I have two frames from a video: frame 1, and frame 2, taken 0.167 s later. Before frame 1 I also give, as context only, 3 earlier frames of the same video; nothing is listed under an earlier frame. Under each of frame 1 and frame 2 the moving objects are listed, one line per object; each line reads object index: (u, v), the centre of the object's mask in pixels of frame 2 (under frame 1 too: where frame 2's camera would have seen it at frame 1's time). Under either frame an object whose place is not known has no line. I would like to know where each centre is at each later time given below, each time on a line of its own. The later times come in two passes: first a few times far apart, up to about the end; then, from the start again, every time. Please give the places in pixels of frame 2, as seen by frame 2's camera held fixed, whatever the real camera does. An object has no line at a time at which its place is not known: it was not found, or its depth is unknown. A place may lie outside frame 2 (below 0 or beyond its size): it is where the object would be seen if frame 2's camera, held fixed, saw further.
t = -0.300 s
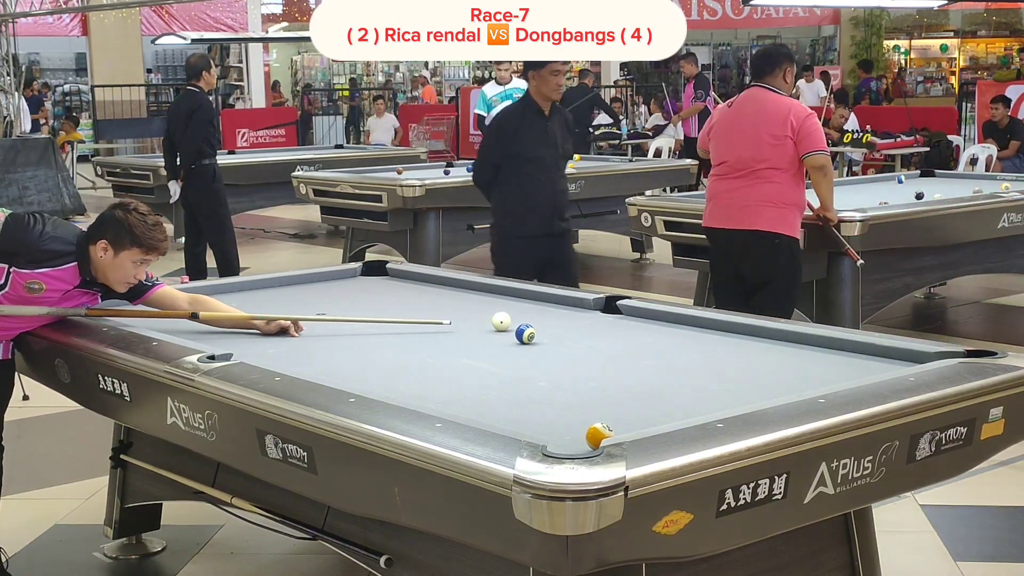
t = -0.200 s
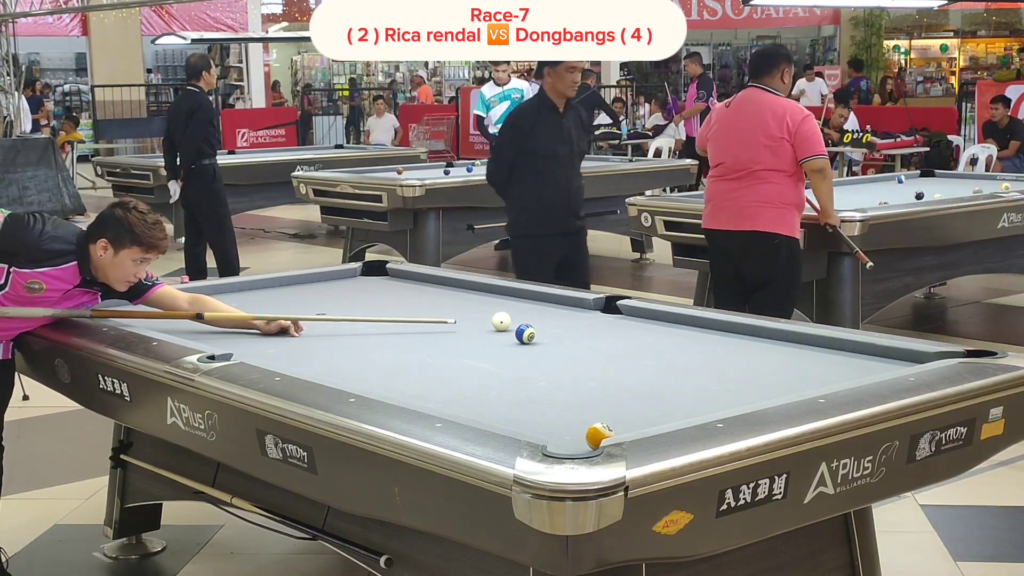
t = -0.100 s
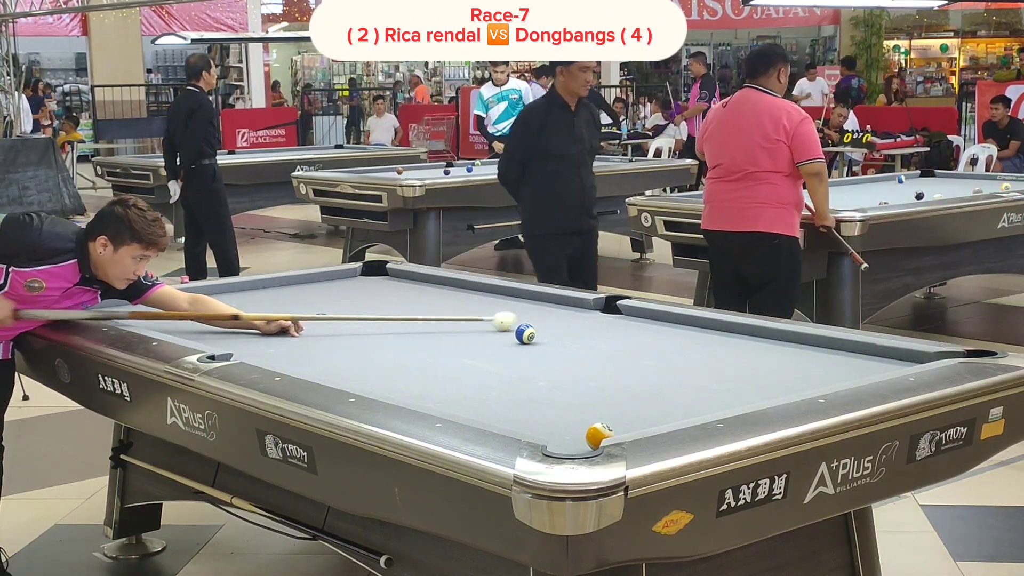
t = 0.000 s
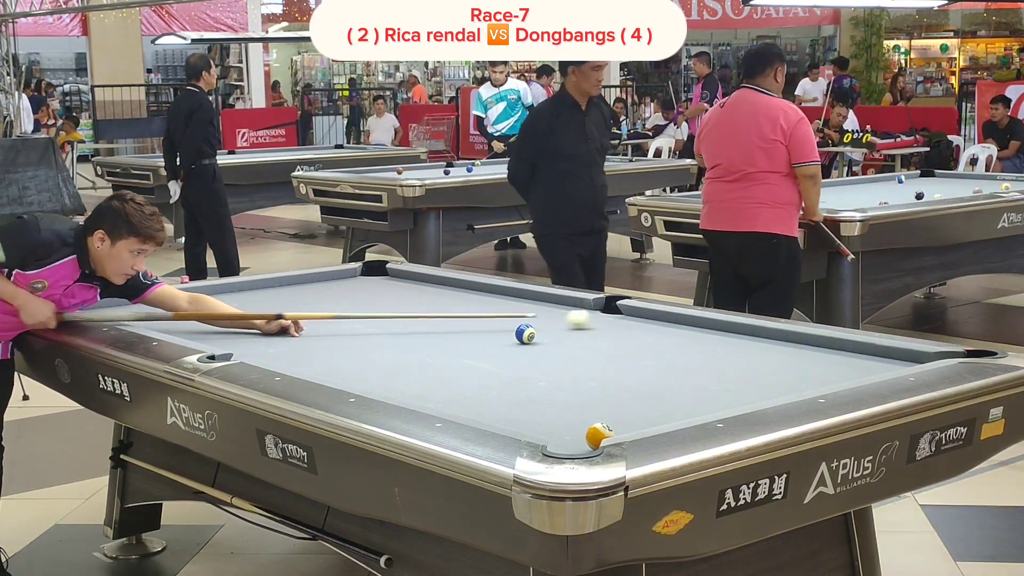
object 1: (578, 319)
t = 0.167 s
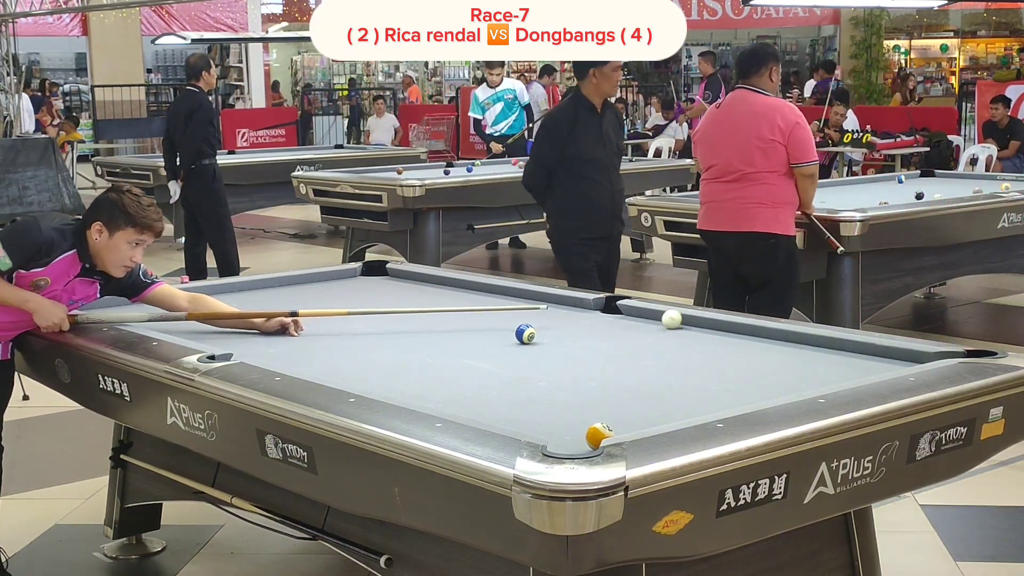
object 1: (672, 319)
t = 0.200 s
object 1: (669, 321)
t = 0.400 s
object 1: (665, 334)
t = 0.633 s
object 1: (663, 350)
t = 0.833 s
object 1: (661, 365)
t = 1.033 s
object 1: (659, 381)
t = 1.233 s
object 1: (657, 398)
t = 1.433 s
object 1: (654, 416)
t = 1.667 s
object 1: (617, 426)
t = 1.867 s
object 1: (570, 424)
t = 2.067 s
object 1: (530, 422)
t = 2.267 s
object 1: (491, 415)
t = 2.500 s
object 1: (461, 408)
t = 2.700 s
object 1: (446, 403)
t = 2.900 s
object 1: (433, 398)
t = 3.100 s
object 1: (421, 393)
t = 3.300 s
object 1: (410, 388)
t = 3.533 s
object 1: (398, 383)
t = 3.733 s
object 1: (390, 378)
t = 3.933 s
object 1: (382, 373)
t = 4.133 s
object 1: (375, 369)
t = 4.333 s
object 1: (368, 366)
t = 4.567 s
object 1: (361, 362)
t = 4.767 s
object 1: (357, 359)
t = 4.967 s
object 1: (353, 357)
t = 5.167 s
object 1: (349, 354)
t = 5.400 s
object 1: (346, 352)
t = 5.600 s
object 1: (344, 350)
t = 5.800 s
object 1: (342, 349)
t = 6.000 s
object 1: (340, 347)
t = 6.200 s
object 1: (339, 346)
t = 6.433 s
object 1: (338, 345)
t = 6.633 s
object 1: (337, 344)
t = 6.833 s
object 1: (337, 344)
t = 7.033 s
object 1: (337, 344)
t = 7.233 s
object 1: (338, 344)
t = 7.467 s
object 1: (338, 344)
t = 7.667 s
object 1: (338, 344)
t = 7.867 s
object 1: (338, 344)
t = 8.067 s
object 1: (338, 343)
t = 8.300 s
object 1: (338, 344)
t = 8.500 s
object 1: (338, 344)
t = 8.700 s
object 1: (338, 344)
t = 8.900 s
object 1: (338, 344)
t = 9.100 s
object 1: (338, 344)
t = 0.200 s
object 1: (669, 321)
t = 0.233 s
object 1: (668, 324)
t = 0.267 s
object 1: (667, 326)
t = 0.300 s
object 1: (666, 328)
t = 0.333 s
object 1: (665, 330)
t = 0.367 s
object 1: (665, 332)
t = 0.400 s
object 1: (665, 334)
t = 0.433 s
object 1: (664, 337)
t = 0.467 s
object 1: (664, 339)
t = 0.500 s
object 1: (664, 341)
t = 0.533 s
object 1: (664, 343)
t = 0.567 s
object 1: (664, 345)
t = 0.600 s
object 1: (663, 348)
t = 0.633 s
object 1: (663, 350)
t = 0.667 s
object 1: (662, 352)
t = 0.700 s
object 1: (662, 355)
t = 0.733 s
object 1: (662, 357)
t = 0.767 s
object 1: (662, 360)
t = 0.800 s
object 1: (661, 362)
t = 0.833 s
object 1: (661, 365)
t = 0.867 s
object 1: (661, 367)
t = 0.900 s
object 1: (660, 370)
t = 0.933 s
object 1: (660, 373)
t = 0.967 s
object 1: (660, 375)
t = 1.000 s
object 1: (659, 378)
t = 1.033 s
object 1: (659, 381)
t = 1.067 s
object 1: (659, 384)
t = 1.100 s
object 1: (658, 386)
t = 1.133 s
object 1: (658, 389)
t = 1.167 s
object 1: (657, 392)
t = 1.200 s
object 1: (657, 395)
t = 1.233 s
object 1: (657, 398)
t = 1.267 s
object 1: (656, 401)
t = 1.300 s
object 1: (656, 404)
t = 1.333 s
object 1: (655, 407)
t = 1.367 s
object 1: (655, 411)
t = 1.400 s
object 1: (654, 414)
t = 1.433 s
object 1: (654, 416)
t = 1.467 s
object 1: (653, 418)
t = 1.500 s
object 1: (652, 419)
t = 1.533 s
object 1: (652, 421)
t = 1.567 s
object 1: (646, 423)
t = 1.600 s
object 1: (635, 424)
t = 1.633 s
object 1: (624, 426)
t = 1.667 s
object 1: (617, 426)
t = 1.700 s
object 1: (610, 425)
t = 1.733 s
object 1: (603, 425)
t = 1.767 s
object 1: (595, 424)
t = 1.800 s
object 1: (585, 423)
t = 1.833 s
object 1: (577, 424)
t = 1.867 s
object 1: (570, 424)
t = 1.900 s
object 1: (563, 425)
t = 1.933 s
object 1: (556, 426)
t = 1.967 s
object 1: (550, 425)
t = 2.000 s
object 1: (543, 424)
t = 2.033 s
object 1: (536, 423)
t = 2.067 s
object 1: (530, 422)
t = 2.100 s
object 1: (523, 421)
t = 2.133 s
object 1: (517, 420)
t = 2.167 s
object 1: (510, 419)
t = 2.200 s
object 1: (504, 418)
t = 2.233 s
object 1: (497, 417)
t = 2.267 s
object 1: (491, 415)
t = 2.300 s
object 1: (485, 414)
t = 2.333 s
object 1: (479, 413)
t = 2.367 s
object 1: (473, 412)
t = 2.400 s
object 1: (469, 411)
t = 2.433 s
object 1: (466, 410)
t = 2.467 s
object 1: (463, 409)
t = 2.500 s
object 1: (461, 408)
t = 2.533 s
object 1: (458, 407)
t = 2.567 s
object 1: (456, 406)
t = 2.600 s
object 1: (453, 406)
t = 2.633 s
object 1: (451, 405)
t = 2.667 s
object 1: (448, 404)
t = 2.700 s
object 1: (446, 403)
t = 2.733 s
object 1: (444, 402)
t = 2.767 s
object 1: (442, 401)
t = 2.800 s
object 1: (440, 400)
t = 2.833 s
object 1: (437, 399)
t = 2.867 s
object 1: (435, 399)
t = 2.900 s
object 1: (433, 398)
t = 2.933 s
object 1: (431, 397)
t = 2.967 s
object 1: (429, 396)
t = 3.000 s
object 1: (427, 395)
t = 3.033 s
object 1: (425, 395)
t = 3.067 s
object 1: (423, 394)
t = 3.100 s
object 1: (421, 393)
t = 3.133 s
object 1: (419, 392)
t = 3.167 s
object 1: (417, 391)
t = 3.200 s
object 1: (415, 390)
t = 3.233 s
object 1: (414, 390)
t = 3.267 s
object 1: (412, 389)
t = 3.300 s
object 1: (410, 388)
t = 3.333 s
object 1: (408, 387)
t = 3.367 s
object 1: (407, 387)
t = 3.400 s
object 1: (405, 386)
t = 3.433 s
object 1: (403, 385)
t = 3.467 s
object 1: (402, 384)
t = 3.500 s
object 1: (400, 383)
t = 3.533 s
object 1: (398, 383)
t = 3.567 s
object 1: (397, 382)
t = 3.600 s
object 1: (395, 381)
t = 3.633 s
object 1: (394, 380)
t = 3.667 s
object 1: (393, 379)
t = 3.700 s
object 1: (391, 379)
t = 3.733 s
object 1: (390, 378)
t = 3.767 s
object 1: (388, 377)
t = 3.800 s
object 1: (387, 376)
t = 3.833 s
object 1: (386, 376)
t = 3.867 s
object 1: (384, 375)
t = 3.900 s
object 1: (383, 374)
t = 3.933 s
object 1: (382, 373)
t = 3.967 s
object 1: (380, 373)
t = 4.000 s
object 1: (379, 372)
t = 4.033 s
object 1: (378, 371)
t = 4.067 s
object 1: (377, 371)
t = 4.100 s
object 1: (376, 370)
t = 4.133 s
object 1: (375, 369)
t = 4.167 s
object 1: (374, 369)
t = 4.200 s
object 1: (372, 368)
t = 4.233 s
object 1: (371, 368)
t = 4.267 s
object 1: (370, 367)
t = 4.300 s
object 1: (369, 367)
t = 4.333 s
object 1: (368, 366)
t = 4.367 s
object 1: (367, 365)
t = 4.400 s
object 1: (366, 365)
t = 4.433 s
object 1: (365, 364)
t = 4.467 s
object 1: (364, 364)
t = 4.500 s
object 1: (363, 363)
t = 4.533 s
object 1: (362, 363)
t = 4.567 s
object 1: (361, 362)
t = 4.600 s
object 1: (361, 362)
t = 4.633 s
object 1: (360, 361)
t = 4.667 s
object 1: (359, 361)
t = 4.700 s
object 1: (358, 360)
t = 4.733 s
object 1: (358, 360)
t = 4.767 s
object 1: (357, 359)
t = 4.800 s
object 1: (356, 359)
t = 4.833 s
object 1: (355, 358)
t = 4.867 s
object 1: (355, 358)
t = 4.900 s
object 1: (354, 358)
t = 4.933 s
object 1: (353, 357)
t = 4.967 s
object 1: (353, 357)
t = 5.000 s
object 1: (352, 356)
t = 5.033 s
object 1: (352, 356)
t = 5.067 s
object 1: (351, 356)
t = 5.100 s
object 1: (350, 355)
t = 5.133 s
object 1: (350, 355)
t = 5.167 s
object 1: (349, 354)
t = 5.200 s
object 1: (349, 354)
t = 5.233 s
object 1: (348, 354)
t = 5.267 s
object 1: (348, 353)
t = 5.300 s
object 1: (347, 353)
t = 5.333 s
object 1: (347, 352)
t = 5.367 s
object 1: (347, 352)
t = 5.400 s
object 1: (346, 352)
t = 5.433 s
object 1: (346, 352)
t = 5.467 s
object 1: (345, 351)
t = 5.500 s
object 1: (345, 351)
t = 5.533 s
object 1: (344, 351)
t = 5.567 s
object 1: (344, 350)
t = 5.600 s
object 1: (344, 350)
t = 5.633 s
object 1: (343, 350)
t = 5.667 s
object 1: (343, 350)
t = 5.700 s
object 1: (343, 349)
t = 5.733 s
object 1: (343, 349)
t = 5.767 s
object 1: (342, 349)
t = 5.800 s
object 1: (342, 349)
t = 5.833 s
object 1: (342, 348)
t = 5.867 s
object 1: (341, 348)
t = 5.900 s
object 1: (341, 348)
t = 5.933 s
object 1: (341, 347)
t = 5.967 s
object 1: (341, 347)
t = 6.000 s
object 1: (340, 347)
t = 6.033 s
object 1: (340, 347)
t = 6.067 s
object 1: (340, 347)
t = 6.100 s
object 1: (339, 347)
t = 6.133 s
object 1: (339, 346)
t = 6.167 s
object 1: (339, 346)
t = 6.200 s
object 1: (339, 346)
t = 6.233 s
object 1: (339, 346)
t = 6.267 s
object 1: (338, 346)
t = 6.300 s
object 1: (338, 346)
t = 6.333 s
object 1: (338, 345)
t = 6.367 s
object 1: (338, 345)
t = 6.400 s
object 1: (338, 345)
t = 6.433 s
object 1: (338, 345)
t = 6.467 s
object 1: (337, 345)
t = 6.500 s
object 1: (337, 345)
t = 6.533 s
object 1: (337, 345)
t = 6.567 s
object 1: (337, 344)
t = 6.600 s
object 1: (337, 344)
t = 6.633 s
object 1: (337, 344)
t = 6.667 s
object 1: (337, 344)
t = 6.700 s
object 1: (337, 344)
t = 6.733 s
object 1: (337, 344)
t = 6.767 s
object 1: (337, 344)
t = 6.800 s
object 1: (337, 344)
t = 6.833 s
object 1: (337, 344)
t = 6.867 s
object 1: (337, 344)
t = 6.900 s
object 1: (337, 344)
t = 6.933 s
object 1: (337, 344)
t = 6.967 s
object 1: (337, 344)
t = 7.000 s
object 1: (337, 344)
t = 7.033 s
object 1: (337, 344)
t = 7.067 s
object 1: (338, 344)
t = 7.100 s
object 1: (338, 344)
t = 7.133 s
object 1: (338, 344)
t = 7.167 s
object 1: (338, 344)
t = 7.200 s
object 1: (338, 344)
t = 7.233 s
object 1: (338, 344)
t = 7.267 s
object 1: (338, 344)
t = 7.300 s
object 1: (338, 344)
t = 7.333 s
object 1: (338, 344)
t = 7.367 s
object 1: (338, 344)
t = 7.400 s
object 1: (338, 344)
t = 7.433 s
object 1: (338, 344)
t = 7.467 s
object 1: (338, 344)
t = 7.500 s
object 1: (338, 344)
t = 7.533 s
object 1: (338, 344)
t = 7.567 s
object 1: (338, 344)
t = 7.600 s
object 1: (338, 344)
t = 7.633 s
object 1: (338, 344)
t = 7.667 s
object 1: (338, 344)
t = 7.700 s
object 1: (338, 344)
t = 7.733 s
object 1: (338, 344)
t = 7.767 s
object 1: (338, 344)
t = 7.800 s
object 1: (338, 344)
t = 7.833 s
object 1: (338, 344)
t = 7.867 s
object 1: (338, 344)
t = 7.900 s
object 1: (338, 344)
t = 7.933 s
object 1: (338, 344)
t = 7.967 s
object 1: (338, 344)
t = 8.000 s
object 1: (338, 344)
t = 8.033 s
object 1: (338, 344)
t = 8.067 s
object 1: (338, 343)
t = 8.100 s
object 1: (338, 343)
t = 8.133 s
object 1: (338, 344)
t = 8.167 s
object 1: (338, 343)
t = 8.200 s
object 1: (338, 343)
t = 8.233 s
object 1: (338, 344)
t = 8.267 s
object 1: (338, 344)
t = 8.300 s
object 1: (338, 344)
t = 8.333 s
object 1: (338, 344)
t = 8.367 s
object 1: (338, 344)
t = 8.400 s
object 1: (338, 344)
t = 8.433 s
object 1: (338, 344)
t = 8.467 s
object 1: (338, 344)
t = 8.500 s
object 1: (338, 344)
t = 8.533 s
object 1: (338, 344)
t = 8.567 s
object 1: (338, 344)
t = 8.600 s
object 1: (338, 344)
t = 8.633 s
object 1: (338, 344)
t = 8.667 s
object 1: (338, 344)
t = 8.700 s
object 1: (338, 344)
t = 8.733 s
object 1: (338, 344)
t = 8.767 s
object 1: (338, 344)
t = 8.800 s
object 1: (338, 344)
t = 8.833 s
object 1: (338, 344)
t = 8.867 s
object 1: (338, 344)
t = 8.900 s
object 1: (338, 344)
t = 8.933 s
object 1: (338, 344)
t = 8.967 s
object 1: (338, 344)
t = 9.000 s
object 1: (338, 344)
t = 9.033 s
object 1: (338, 344)
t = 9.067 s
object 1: (338, 344)
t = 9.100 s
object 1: (338, 344)
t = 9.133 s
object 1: (338, 344)
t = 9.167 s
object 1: (338, 344)
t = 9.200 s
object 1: (338, 344)
